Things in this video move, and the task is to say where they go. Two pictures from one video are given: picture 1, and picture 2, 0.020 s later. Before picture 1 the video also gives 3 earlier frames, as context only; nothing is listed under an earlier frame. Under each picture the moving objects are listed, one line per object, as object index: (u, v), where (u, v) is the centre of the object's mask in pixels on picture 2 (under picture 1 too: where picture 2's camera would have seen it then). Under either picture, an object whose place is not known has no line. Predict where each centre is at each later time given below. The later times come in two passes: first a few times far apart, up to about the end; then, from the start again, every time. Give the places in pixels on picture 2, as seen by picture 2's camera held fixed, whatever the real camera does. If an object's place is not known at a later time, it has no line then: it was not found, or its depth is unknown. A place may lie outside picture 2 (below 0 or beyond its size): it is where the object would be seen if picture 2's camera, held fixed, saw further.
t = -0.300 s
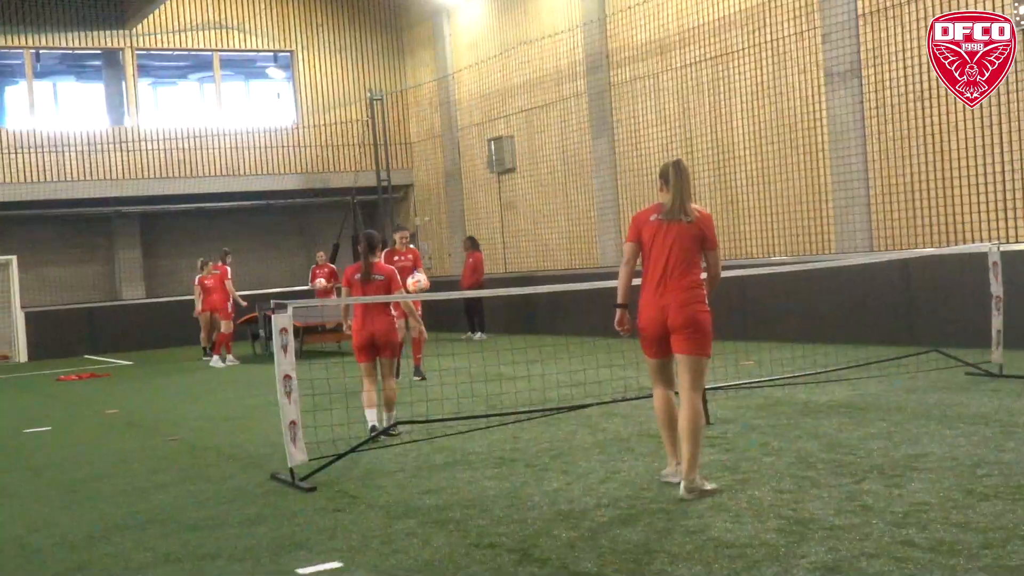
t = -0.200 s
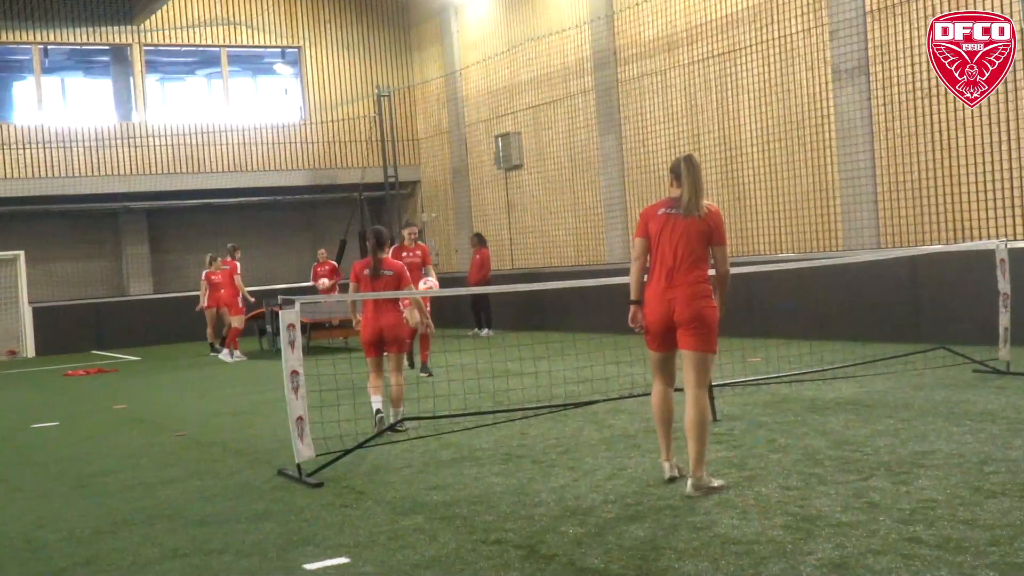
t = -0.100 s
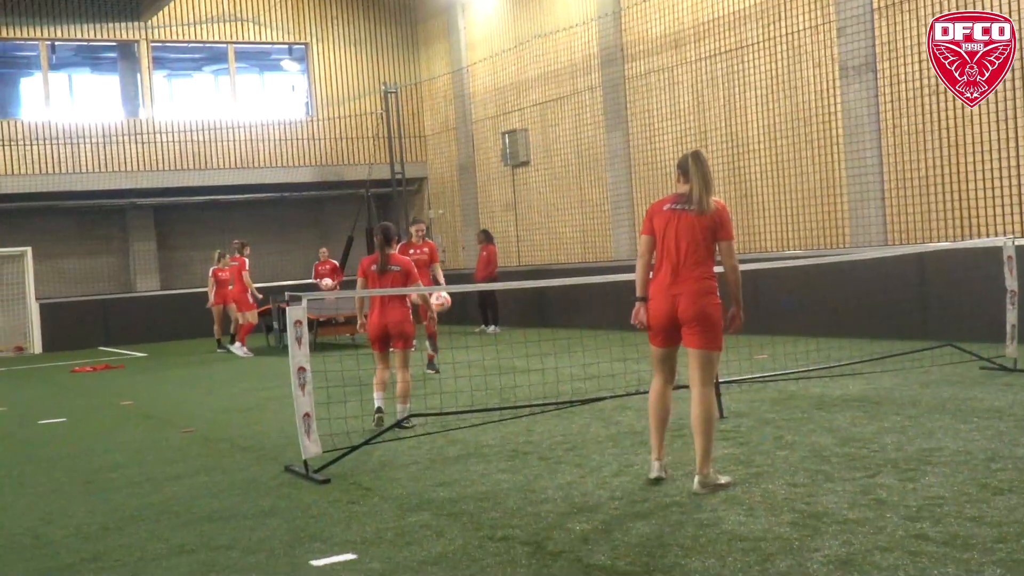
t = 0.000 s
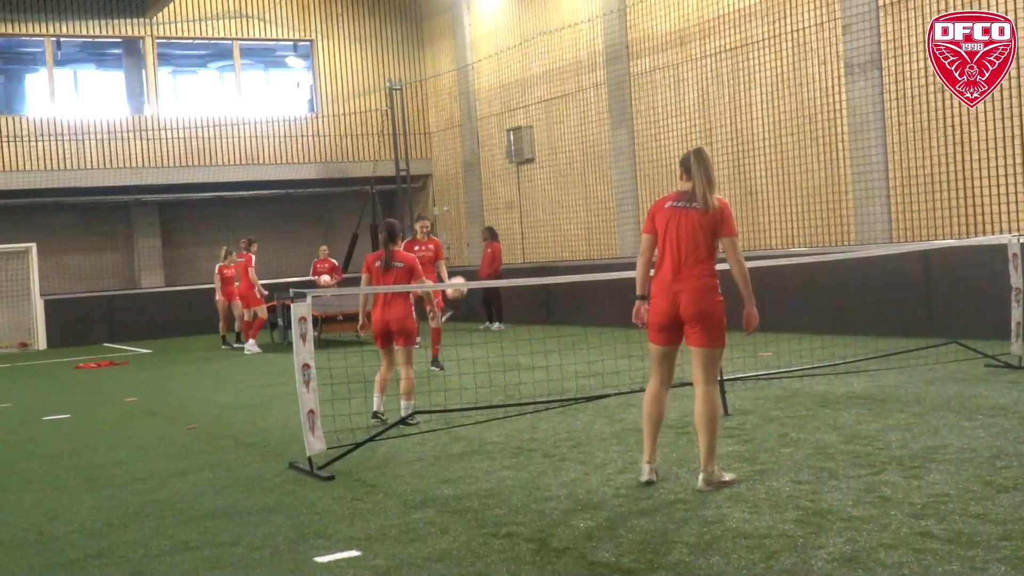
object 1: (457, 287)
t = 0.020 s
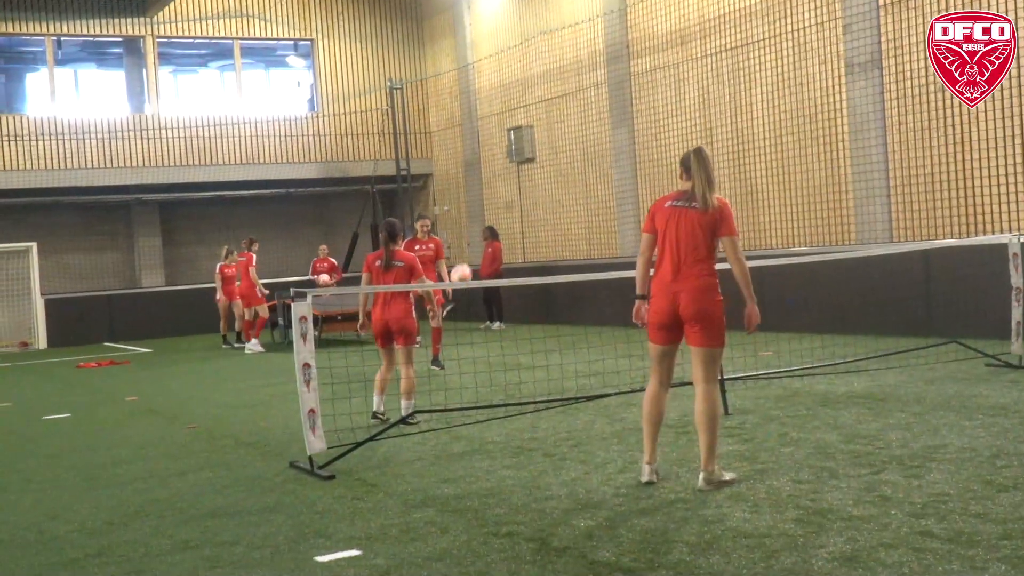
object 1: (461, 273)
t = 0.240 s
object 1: (513, 158)
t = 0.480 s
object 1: (590, 67)
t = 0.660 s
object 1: (665, 33)
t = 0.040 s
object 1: (466, 263)
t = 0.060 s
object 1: (470, 252)
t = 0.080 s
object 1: (474, 240)
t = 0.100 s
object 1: (479, 229)
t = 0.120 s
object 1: (483, 218)
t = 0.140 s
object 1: (488, 207)
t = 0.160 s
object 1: (493, 197)
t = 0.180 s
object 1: (497, 187)
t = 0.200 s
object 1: (503, 177)
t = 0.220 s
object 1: (508, 167)
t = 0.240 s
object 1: (513, 158)
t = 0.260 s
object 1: (518, 150)
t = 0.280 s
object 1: (523, 140)
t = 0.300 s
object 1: (530, 131)
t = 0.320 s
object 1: (536, 123)
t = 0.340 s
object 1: (542, 115)
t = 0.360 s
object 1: (549, 107)
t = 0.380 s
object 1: (555, 99)
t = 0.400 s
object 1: (562, 92)
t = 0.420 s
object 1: (568, 86)
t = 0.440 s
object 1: (575, 79)
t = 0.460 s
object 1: (583, 73)
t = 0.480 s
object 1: (590, 67)
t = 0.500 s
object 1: (598, 62)
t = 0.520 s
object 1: (605, 56)
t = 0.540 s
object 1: (613, 52)
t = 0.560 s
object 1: (622, 47)
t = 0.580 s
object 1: (630, 43)
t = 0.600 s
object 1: (639, 40)
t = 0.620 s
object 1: (646, 38)
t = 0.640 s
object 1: (656, 35)
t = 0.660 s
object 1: (665, 33)
